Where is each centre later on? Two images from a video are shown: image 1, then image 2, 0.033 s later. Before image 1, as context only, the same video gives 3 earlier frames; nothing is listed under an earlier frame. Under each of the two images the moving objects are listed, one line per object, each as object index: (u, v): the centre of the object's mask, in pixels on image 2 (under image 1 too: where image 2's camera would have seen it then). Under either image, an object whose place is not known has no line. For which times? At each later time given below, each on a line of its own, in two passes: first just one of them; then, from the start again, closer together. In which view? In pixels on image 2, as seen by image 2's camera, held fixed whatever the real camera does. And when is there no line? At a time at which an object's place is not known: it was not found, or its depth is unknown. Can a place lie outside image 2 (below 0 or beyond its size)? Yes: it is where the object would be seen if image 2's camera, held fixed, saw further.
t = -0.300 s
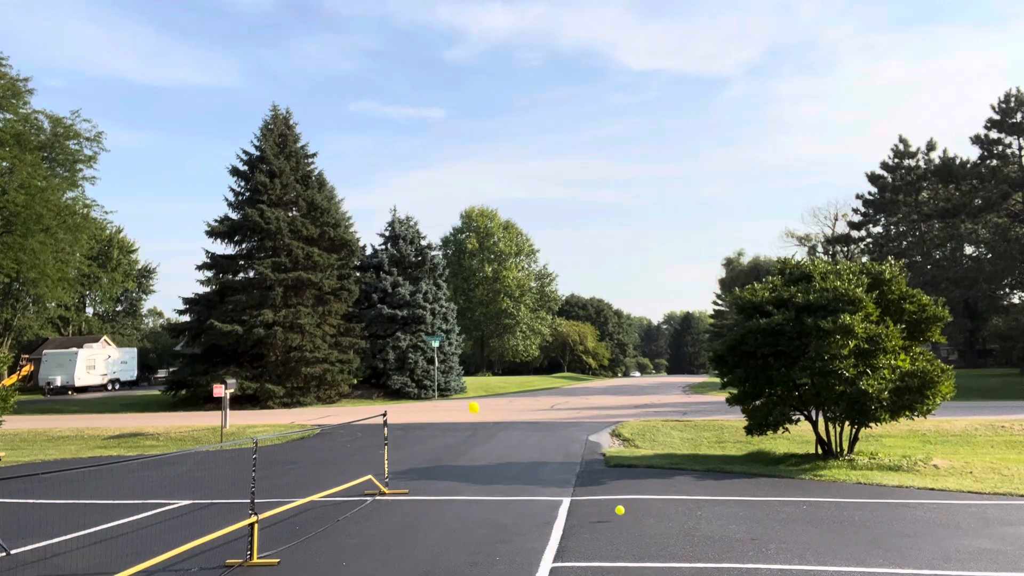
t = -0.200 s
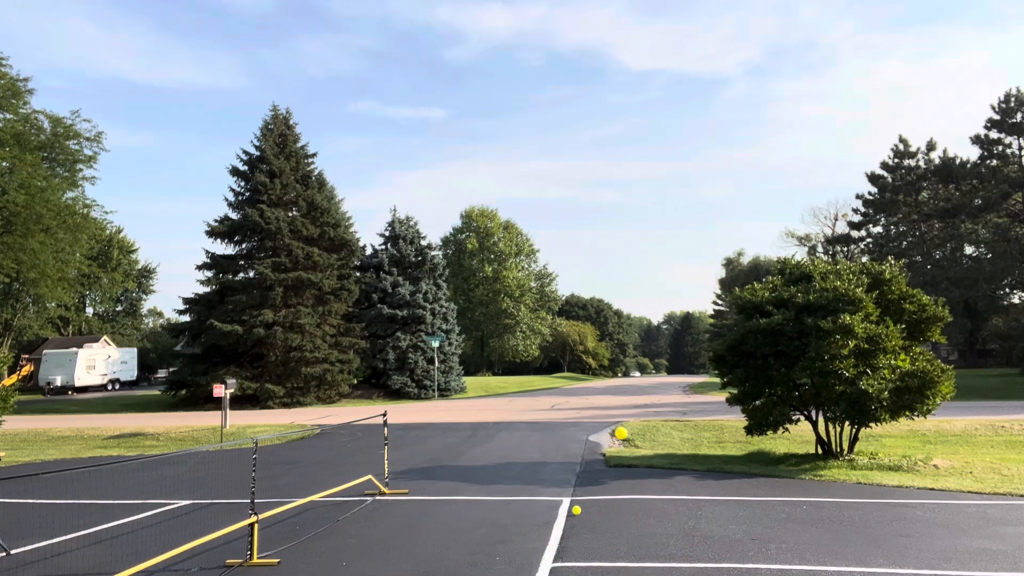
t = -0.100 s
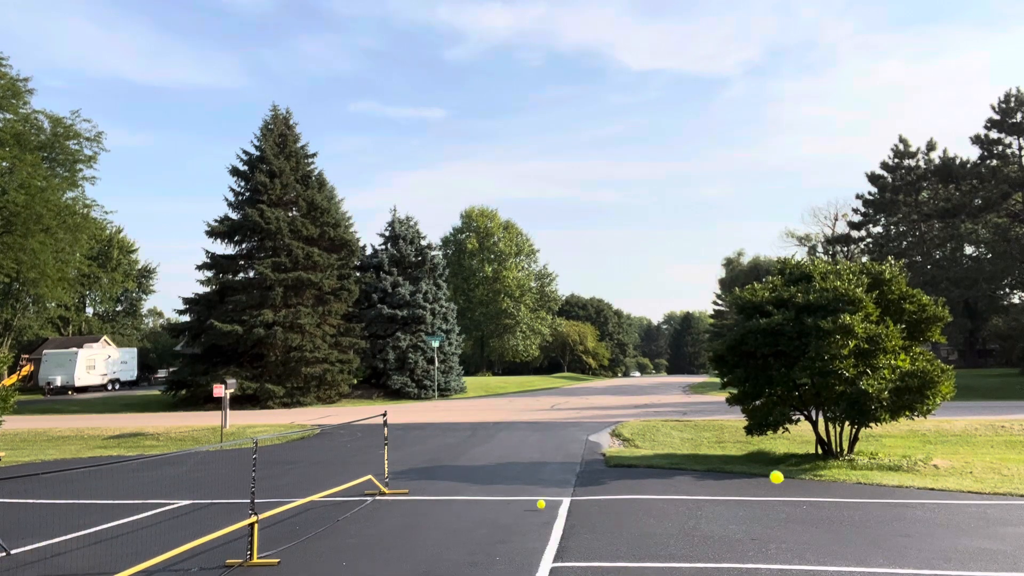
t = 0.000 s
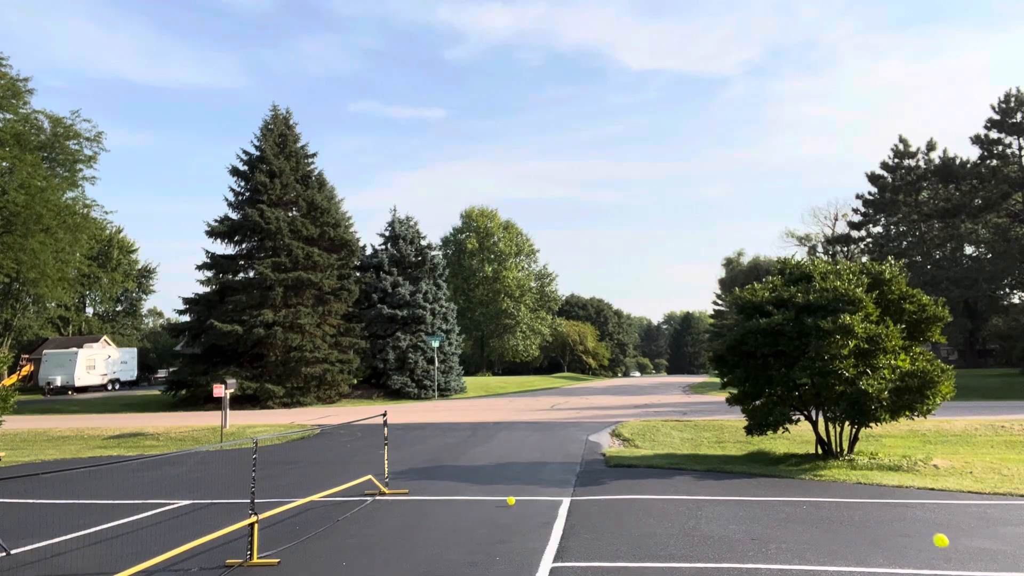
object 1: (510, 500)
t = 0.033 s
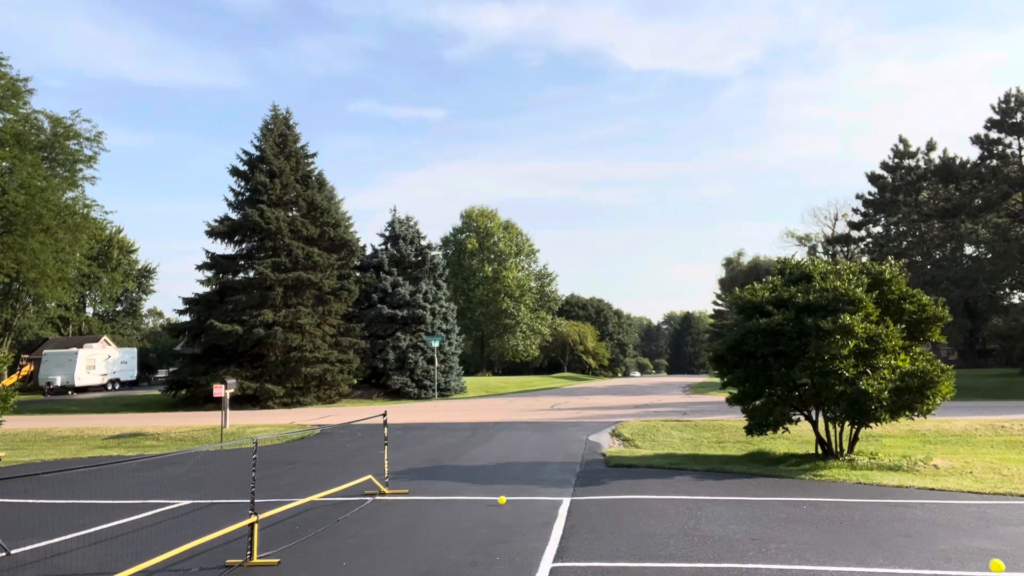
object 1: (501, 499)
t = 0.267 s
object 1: (453, 493)
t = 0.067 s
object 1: (493, 499)
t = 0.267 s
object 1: (453, 493)
